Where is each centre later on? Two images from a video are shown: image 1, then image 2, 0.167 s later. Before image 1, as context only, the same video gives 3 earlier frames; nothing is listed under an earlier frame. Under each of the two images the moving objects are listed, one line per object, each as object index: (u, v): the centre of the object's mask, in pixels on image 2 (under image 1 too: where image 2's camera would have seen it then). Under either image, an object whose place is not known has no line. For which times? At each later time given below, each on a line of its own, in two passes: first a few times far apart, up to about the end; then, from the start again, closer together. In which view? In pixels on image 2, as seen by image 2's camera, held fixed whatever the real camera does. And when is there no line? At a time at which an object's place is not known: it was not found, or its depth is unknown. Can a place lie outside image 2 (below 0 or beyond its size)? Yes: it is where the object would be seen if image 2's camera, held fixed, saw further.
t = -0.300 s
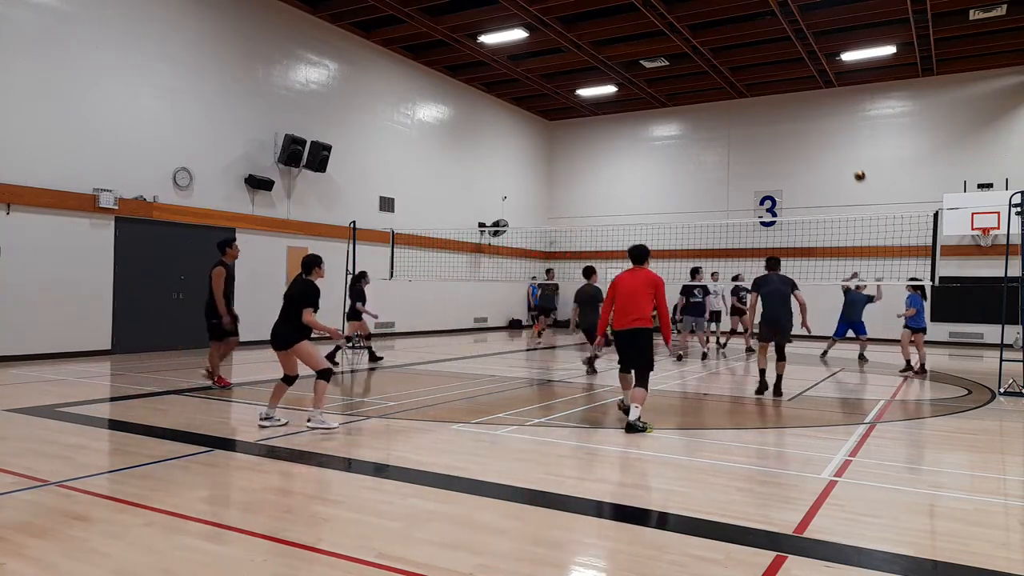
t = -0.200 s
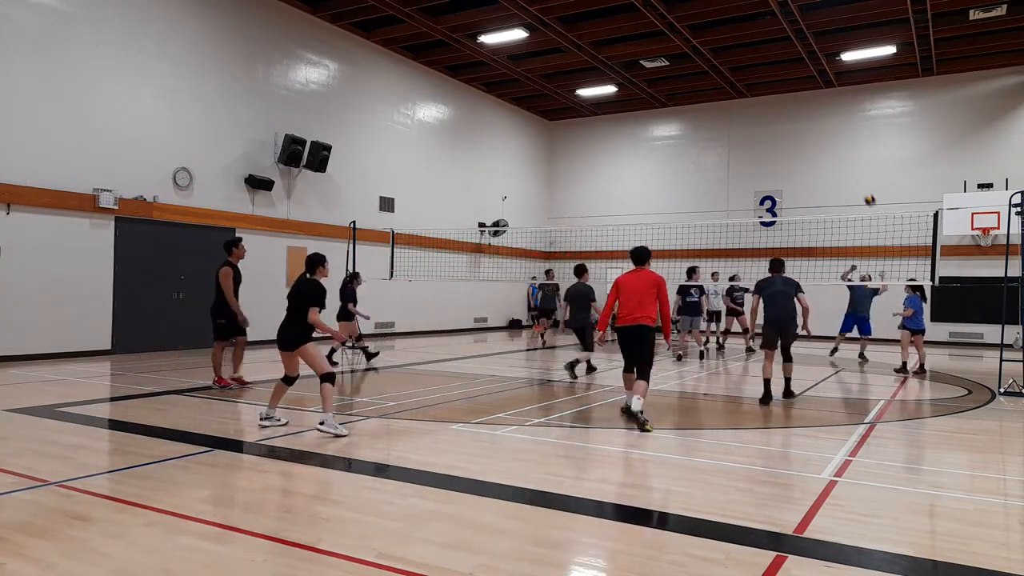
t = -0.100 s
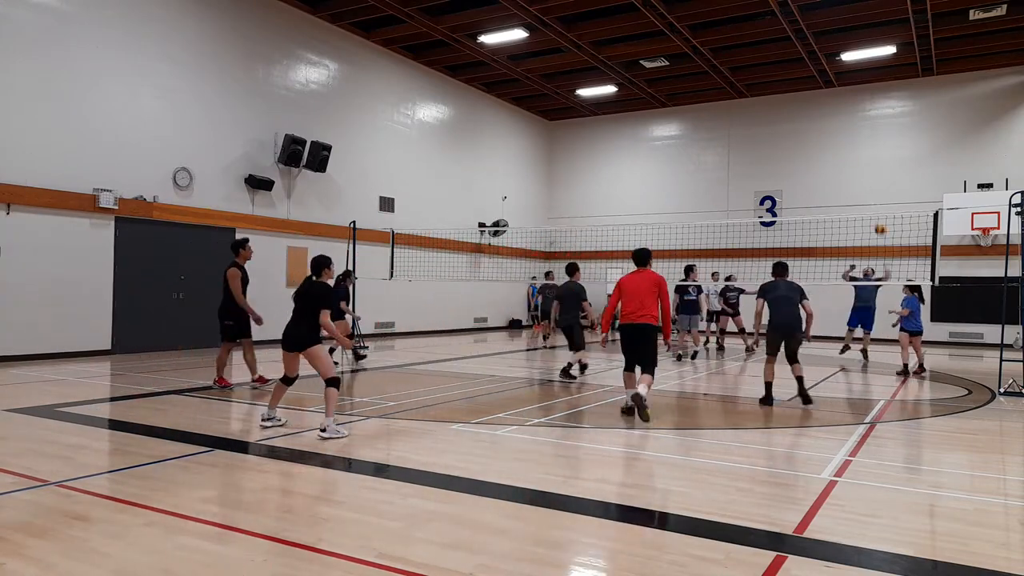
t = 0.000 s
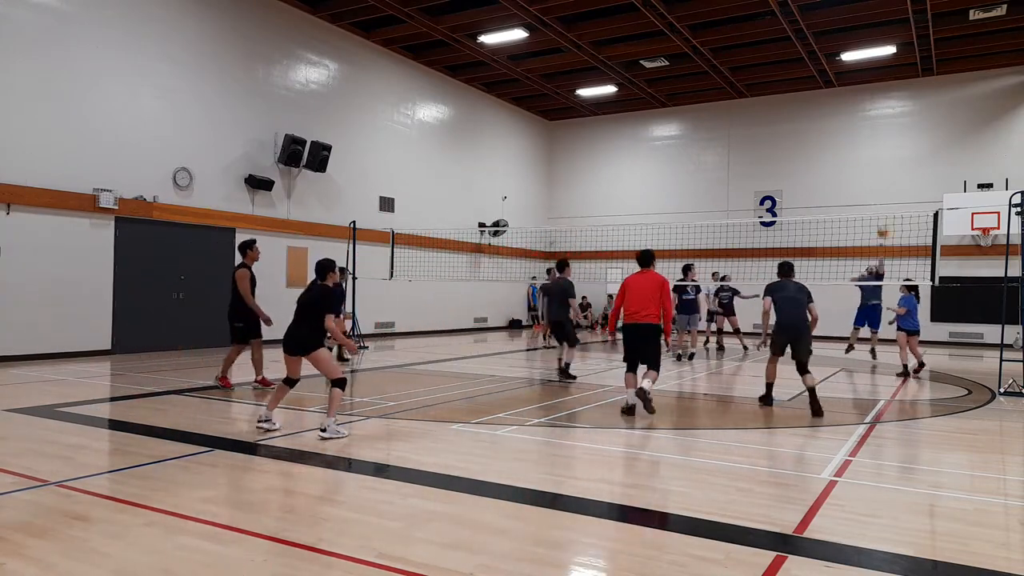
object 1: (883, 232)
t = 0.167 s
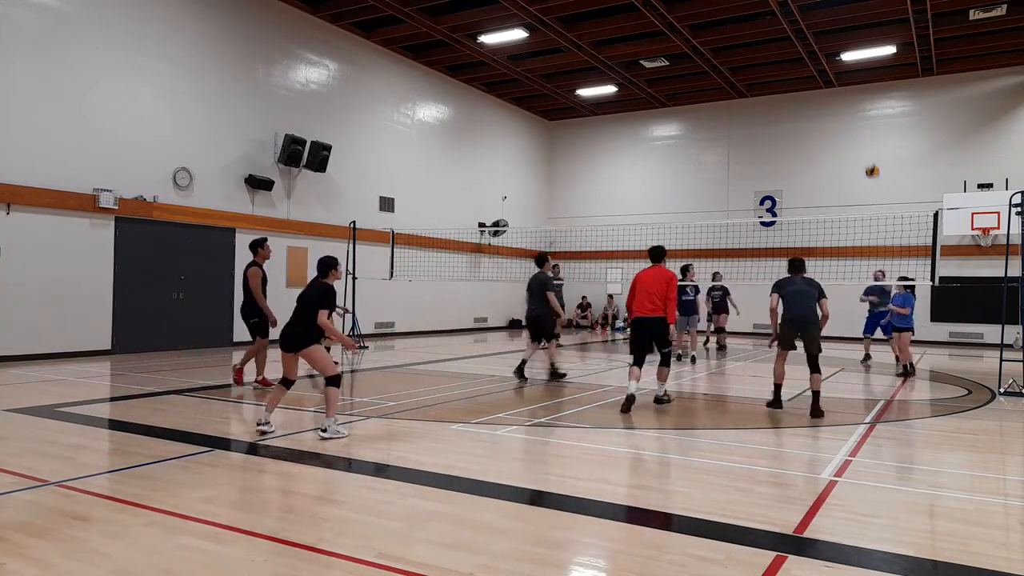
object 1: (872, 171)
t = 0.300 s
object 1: (860, 128)
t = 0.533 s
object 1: (832, 67)
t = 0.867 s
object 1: (758, 39)
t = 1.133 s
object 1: (647, 128)
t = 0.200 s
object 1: (869, 160)
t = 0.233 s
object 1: (866, 148)
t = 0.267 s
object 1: (864, 139)
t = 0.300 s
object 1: (860, 128)
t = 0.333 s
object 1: (857, 117)
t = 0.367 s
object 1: (853, 108)
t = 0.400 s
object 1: (849, 96)
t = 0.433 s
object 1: (845, 88)
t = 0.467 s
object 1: (842, 81)
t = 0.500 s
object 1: (838, 74)
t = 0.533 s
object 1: (832, 67)
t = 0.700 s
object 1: (801, 40)
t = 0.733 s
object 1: (793, 38)
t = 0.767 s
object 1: (786, 37)
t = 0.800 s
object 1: (777, 36)
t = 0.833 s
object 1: (768, 38)
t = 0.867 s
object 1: (758, 39)
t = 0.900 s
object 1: (748, 43)
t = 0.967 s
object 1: (725, 54)
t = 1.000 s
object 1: (713, 63)
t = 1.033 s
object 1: (698, 75)
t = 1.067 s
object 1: (682, 89)
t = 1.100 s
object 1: (665, 107)
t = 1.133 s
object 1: (647, 128)
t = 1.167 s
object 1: (627, 155)
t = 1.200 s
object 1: (605, 184)
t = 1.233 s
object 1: (579, 220)
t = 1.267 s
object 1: (552, 265)
